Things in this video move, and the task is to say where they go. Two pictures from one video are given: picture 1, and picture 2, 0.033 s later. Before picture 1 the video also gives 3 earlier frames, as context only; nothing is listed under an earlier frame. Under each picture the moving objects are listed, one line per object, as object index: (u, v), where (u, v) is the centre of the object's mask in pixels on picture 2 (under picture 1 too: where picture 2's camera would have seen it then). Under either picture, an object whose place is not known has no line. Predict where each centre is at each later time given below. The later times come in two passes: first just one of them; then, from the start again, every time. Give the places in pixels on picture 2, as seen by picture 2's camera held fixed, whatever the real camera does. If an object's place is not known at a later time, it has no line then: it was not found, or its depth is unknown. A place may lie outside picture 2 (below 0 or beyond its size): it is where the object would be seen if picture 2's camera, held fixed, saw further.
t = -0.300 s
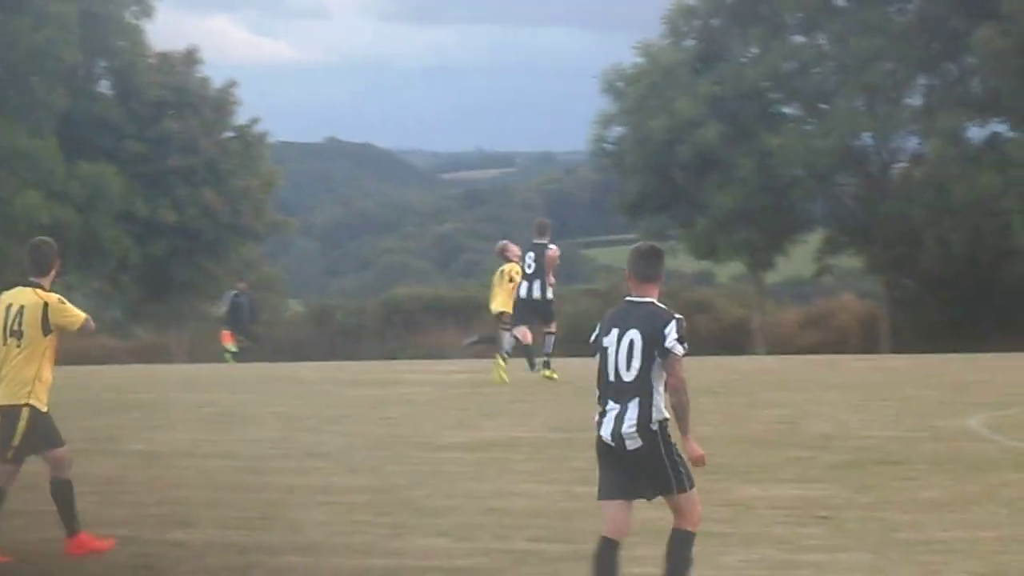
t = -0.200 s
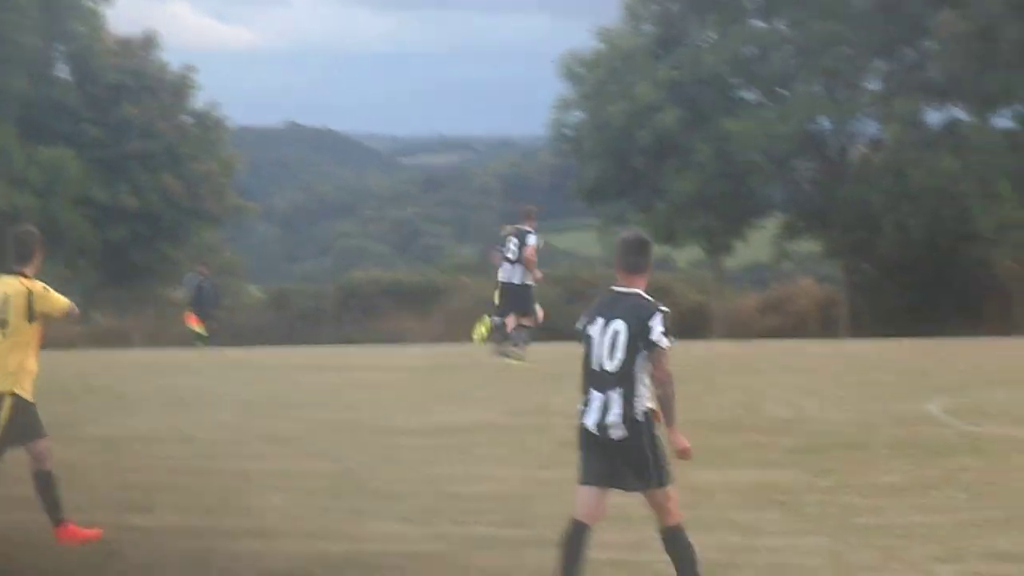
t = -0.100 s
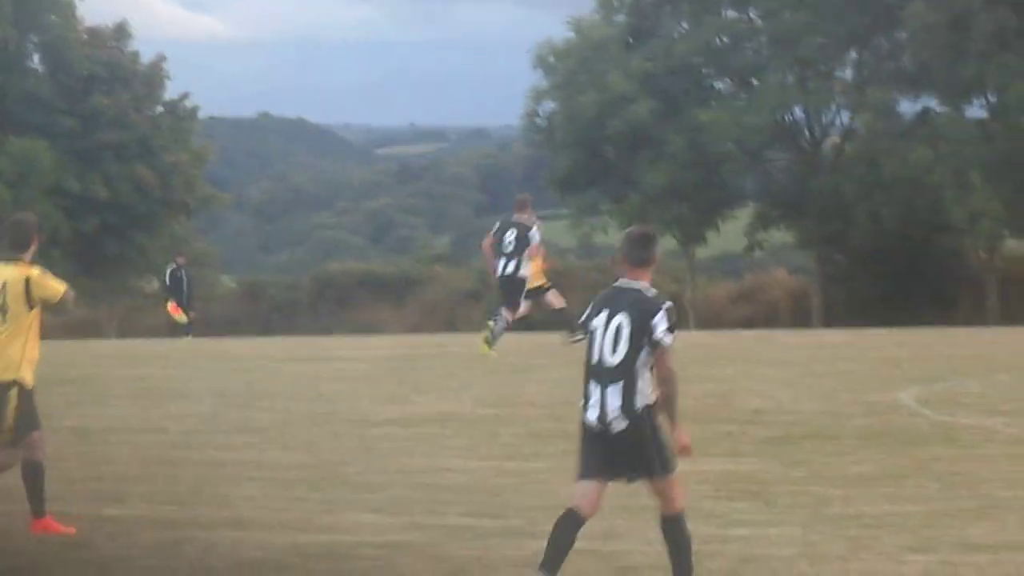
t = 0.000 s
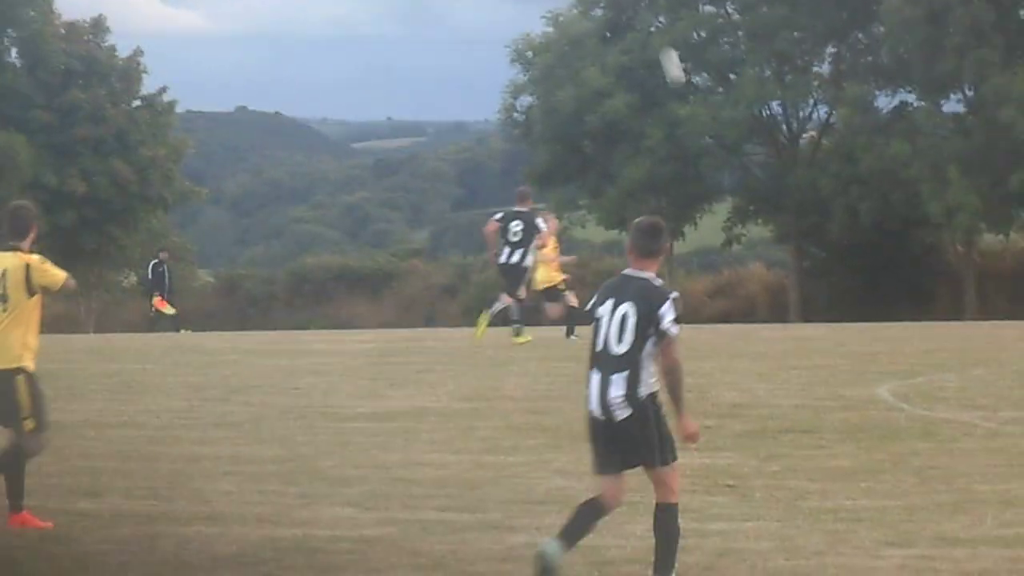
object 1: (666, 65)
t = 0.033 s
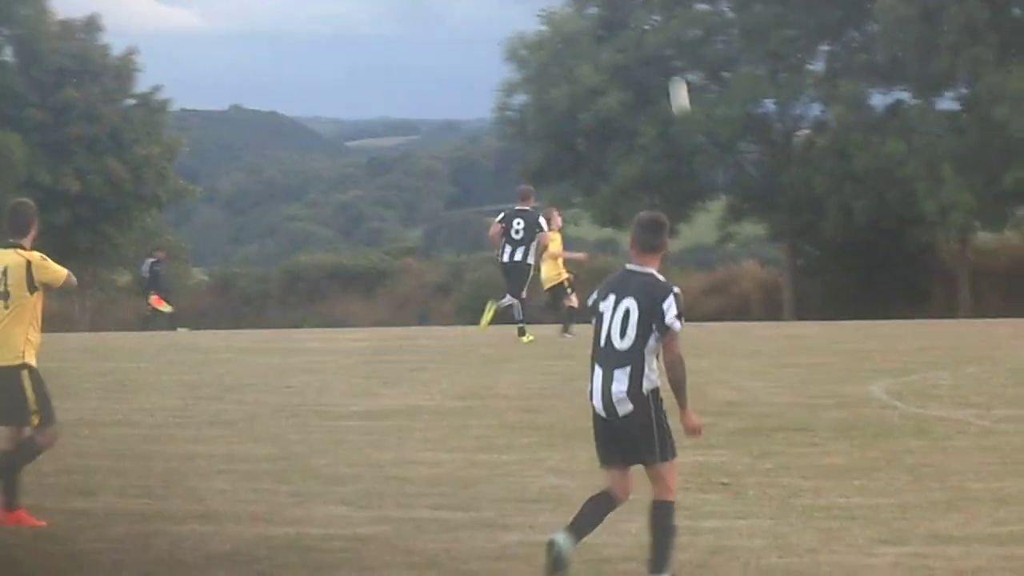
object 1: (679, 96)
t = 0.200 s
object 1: (744, 254)
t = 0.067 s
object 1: (692, 127)
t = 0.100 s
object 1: (705, 159)
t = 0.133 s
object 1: (718, 191)
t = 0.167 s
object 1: (731, 224)
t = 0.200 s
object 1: (744, 254)
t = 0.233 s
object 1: (757, 288)
